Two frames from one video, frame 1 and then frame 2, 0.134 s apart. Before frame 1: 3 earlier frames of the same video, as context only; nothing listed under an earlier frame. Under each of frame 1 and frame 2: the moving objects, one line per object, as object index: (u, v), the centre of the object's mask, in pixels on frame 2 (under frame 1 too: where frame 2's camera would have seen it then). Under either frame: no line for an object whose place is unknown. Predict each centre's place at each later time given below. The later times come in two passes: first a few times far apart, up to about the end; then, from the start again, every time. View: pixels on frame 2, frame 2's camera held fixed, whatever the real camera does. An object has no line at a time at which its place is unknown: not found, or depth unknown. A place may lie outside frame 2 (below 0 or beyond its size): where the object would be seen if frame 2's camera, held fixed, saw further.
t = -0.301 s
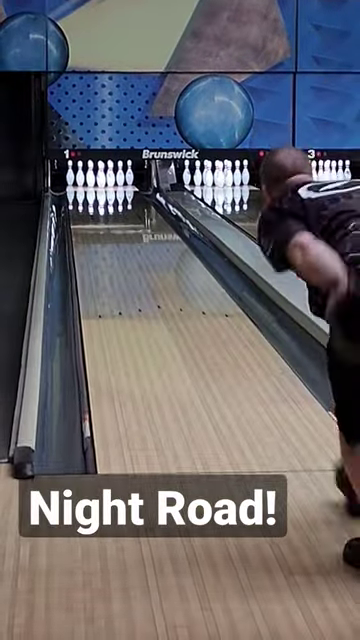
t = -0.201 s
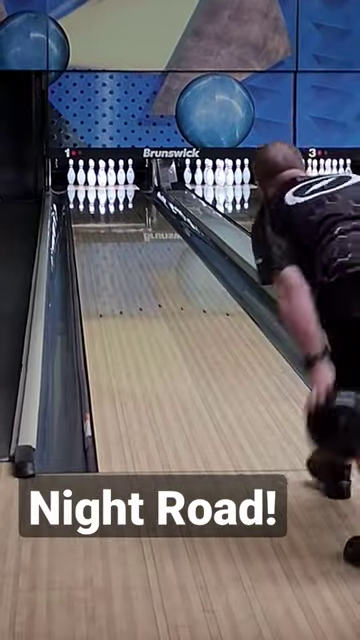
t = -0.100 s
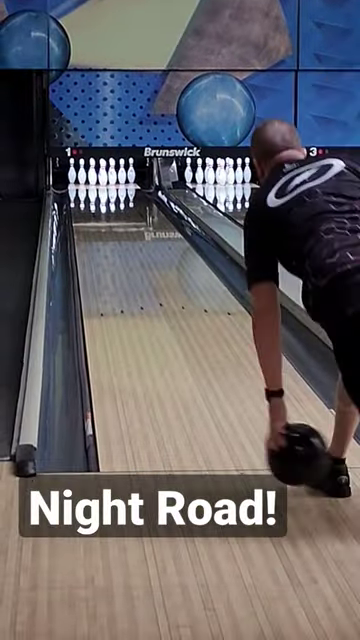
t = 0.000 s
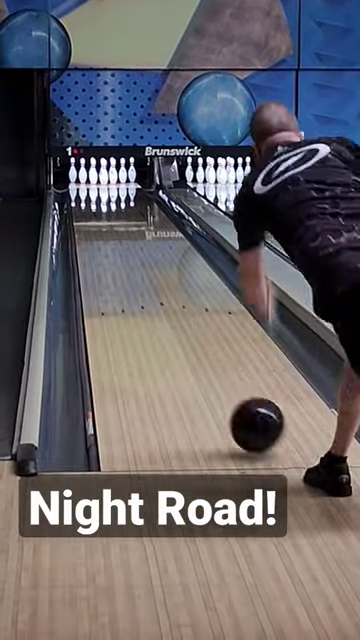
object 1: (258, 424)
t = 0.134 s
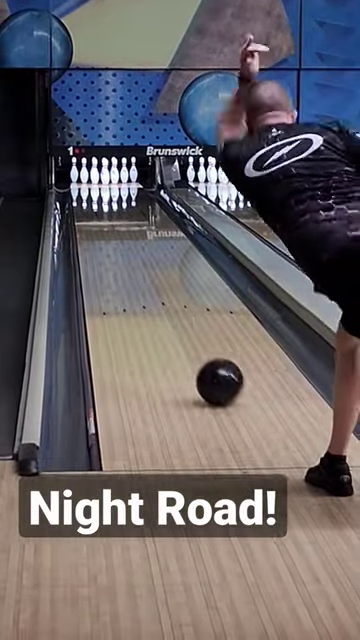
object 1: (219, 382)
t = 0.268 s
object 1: (191, 345)
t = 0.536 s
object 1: (151, 295)
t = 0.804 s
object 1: (126, 261)
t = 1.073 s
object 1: (108, 237)
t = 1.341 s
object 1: (97, 220)
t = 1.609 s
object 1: (89, 207)
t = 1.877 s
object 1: (85, 196)
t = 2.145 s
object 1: (89, 187)
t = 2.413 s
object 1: (97, 180)
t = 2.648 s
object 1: (100, 177)
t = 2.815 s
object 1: (99, 177)
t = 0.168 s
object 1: (211, 372)
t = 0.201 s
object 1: (204, 362)
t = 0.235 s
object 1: (197, 354)
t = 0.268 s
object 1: (191, 345)
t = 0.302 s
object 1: (184, 338)
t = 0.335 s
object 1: (178, 331)
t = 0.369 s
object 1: (173, 324)
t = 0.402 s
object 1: (168, 317)
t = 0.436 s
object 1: (164, 311)
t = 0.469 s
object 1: (159, 306)
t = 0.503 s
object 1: (155, 300)
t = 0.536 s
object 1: (151, 295)
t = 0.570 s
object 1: (147, 290)
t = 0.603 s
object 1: (144, 285)
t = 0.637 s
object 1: (140, 281)
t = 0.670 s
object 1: (137, 276)
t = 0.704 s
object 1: (134, 272)
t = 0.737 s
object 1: (131, 268)
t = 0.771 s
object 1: (128, 265)
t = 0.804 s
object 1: (126, 261)
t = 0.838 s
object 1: (123, 258)
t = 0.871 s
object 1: (121, 254)
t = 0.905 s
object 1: (119, 251)
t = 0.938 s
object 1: (116, 248)
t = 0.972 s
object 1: (114, 245)
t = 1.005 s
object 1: (112, 243)
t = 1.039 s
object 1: (110, 240)
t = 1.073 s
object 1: (108, 237)
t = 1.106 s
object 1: (107, 235)
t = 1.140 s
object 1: (105, 232)
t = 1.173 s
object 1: (103, 230)
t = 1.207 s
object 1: (102, 228)
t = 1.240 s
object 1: (101, 226)
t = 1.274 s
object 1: (99, 224)
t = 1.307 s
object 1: (98, 222)
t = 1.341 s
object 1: (97, 220)
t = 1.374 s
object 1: (96, 218)
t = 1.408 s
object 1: (94, 216)
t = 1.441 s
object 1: (93, 214)
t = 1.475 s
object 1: (93, 212)
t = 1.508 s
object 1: (92, 211)
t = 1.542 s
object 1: (90, 209)
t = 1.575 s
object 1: (90, 208)
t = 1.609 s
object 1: (89, 207)
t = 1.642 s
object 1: (88, 205)
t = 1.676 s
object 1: (87, 203)
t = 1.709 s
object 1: (87, 202)
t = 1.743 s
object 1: (86, 200)
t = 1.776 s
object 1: (85, 199)
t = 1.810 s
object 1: (85, 198)
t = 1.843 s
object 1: (85, 197)
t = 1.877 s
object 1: (85, 196)
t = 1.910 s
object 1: (85, 195)
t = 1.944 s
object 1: (85, 194)
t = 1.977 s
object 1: (85, 193)
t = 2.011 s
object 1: (86, 192)
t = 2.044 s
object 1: (86, 191)
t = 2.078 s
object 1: (87, 189)
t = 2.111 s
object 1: (88, 187)
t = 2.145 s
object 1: (89, 187)
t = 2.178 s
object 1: (90, 186)
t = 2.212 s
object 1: (91, 185)
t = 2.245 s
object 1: (92, 184)
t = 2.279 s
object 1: (93, 184)
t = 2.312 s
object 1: (94, 183)
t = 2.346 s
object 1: (95, 182)
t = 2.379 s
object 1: (96, 181)
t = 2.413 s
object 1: (97, 180)
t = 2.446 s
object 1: (99, 180)
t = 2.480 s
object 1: (100, 179)
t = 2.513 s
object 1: (100, 179)
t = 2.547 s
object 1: (99, 178)
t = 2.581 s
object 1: (100, 178)
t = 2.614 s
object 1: (100, 177)
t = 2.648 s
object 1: (100, 177)
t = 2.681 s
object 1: (99, 177)
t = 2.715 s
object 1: (99, 177)
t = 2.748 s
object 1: (99, 176)
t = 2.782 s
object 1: (99, 177)
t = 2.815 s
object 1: (99, 177)
